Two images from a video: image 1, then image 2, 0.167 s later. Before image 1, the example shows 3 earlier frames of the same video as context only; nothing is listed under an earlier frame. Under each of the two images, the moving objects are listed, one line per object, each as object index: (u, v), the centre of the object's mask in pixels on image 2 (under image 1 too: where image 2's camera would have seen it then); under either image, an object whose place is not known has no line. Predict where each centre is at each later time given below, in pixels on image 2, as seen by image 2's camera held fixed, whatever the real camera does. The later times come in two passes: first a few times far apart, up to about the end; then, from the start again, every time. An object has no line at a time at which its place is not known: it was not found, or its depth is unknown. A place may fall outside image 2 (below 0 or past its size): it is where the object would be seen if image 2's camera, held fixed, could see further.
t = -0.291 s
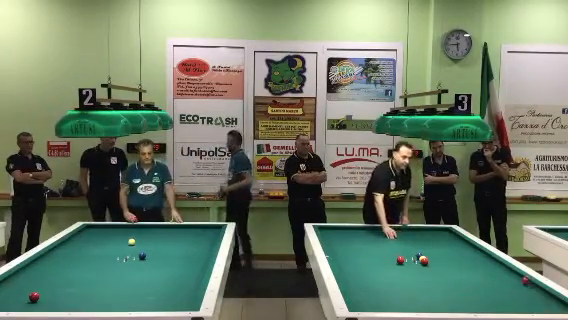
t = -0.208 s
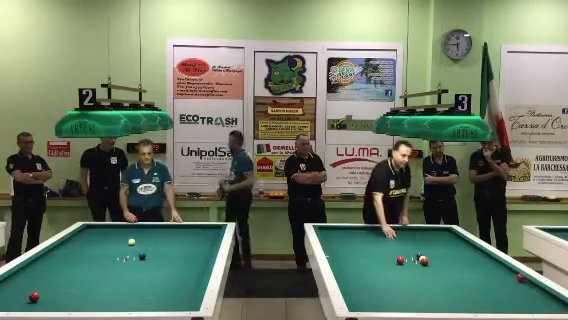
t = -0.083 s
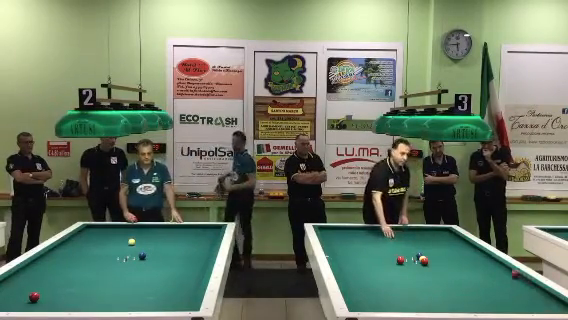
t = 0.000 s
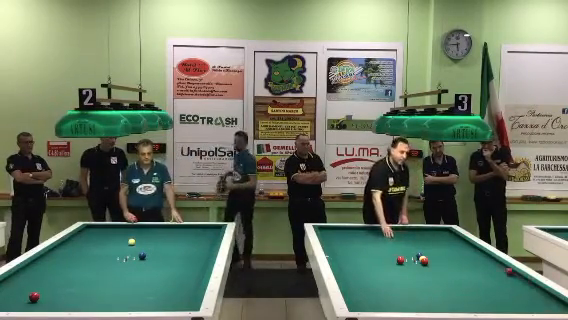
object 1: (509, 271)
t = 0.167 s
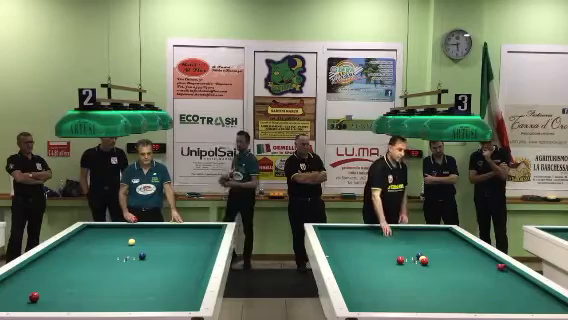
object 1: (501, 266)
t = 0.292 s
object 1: (494, 263)
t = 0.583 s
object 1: (481, 255)
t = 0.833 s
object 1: (471, 250)
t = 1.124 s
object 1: (460, 245)
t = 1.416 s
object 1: (451, 240)
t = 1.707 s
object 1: (441, 235)
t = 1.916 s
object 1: (435, 233)
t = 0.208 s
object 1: (500, 265)
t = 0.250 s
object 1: (497, 264)
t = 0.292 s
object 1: (494, 263)
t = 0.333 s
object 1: (492, 262)
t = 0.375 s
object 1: (490, 261)
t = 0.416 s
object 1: (488, 260)
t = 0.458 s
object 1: (487, 259)
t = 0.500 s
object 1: (484, 258)
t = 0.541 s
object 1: (483, 258)
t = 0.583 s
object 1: (481, 255)
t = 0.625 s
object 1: (478, 255)
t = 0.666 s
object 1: (477, 254)
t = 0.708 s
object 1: (476, 253)
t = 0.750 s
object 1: (474, 252)
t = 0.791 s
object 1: (473, 251)
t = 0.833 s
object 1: (471, 250)
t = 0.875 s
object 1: (469, 249)
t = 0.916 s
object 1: (467, 248)
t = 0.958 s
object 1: (466, 248)
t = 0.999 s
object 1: (464, 247)
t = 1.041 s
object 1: (462, 246)
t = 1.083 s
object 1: (461, 245)
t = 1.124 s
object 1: (460, 245)
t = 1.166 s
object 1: (458, 244)
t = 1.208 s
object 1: (457, 243)
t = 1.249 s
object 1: (455, 242)
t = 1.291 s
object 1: (454, 242)
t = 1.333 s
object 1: (452, 241)
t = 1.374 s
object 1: (451, 240)
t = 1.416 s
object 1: (451, 240)
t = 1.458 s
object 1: (449, 240)
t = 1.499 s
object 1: (449, 239)
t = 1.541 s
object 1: (445, 237)
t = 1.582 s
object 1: (444, 236)
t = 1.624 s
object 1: (444, 236)
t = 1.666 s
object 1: (442, 235)
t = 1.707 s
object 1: (441, 235)
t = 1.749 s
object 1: (439, 234)
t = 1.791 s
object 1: (439, 234)
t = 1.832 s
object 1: (437, 233)
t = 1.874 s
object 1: (436, 233)
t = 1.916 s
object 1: (435, 233)
